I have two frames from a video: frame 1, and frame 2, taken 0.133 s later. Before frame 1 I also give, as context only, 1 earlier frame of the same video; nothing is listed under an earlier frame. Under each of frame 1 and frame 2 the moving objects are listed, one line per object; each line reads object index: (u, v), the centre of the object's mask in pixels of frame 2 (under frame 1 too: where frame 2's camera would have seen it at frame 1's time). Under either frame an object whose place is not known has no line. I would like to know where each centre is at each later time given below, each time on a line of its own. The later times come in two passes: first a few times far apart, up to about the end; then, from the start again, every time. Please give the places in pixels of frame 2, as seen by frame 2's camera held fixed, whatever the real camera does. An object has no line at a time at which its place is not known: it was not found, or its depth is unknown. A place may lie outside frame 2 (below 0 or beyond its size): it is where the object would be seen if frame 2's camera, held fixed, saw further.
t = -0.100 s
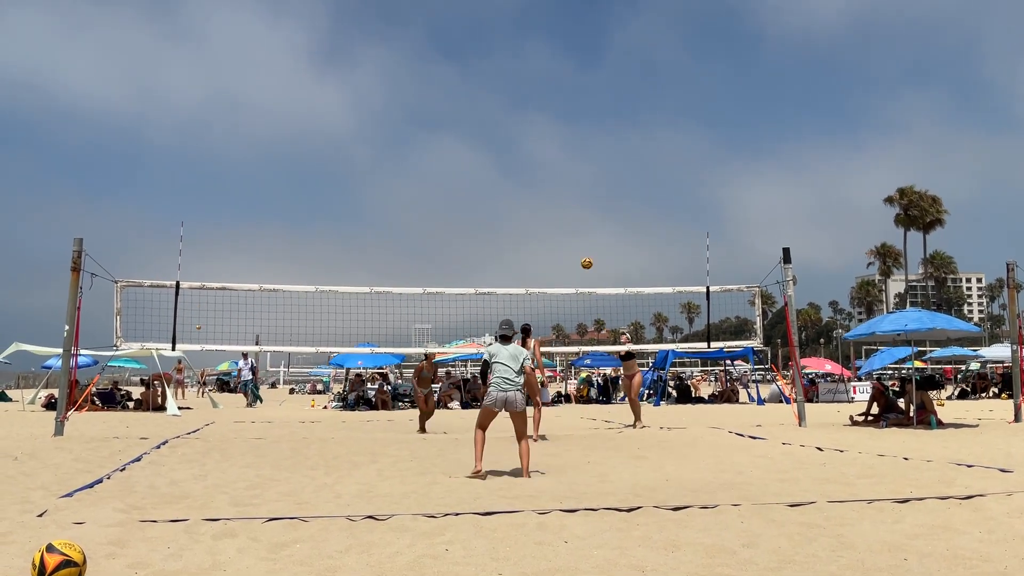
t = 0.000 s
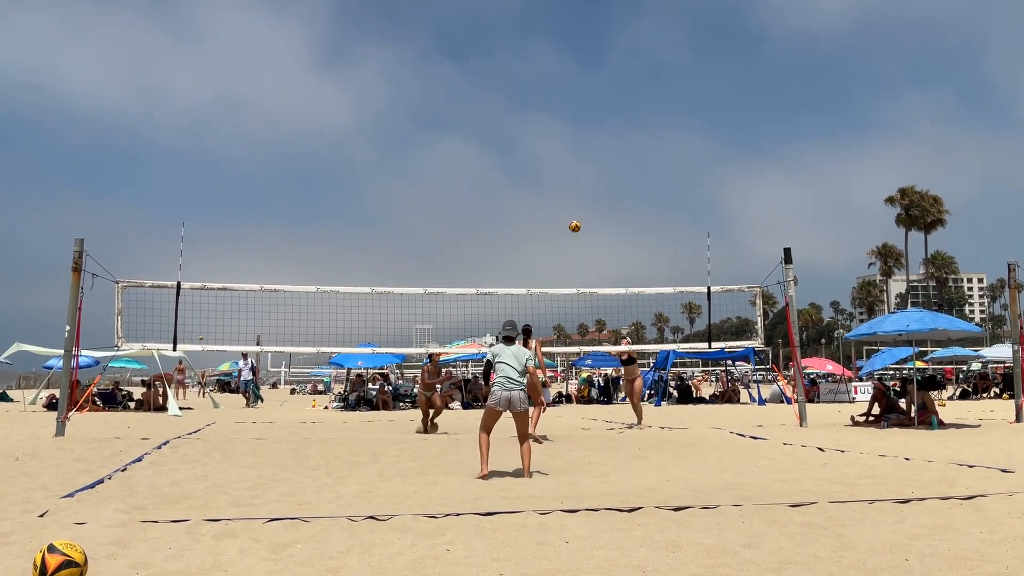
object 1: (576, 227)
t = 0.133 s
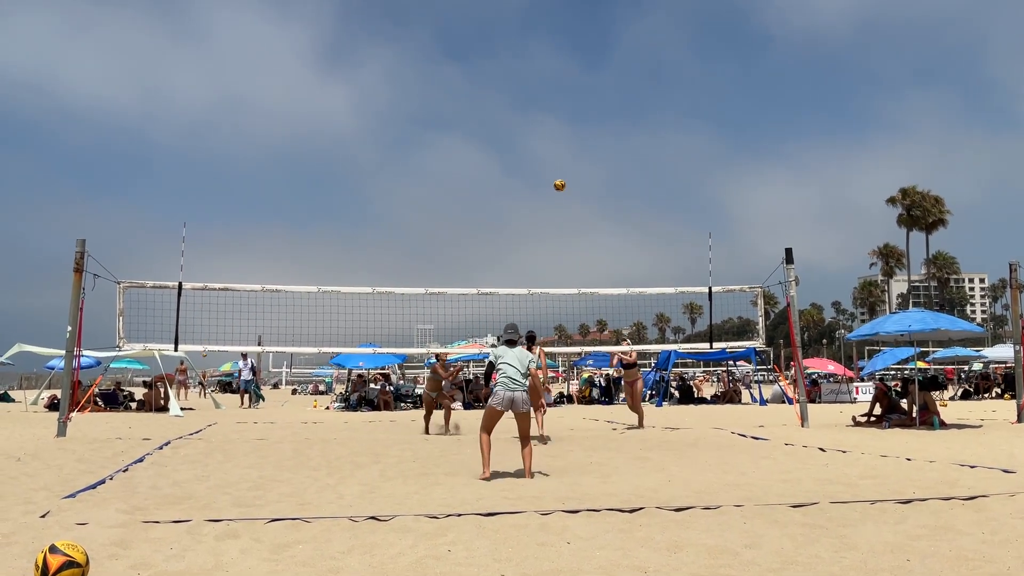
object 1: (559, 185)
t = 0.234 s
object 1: (547, 160)
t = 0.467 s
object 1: (520, 122)
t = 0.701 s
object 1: (494, 113)
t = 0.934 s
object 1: (471, 135)
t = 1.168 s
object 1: (451, 189)
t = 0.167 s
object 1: (555, 176)
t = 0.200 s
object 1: (551, 168)
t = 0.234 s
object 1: (547, 160)
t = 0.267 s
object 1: (543, 153)
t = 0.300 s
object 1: (539, 147)
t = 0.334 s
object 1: (535, 141)
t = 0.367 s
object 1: (531, 135)
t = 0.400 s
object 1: (528, 130)
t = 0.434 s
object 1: (524, 126)
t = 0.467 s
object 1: (520, 122)
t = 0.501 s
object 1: (516, 119)
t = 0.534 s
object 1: (512, 116)
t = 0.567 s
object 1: (509, 115)
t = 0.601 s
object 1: (505, 113)
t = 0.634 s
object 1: (501, 113)
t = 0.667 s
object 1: (498, 112)
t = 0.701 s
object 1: (494, 113)
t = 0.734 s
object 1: (491, 114)
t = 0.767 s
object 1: (488, 116)
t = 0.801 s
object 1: (484, 119)
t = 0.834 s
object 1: (481, 121)
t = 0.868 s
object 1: (478, 125)
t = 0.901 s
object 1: (475, 130)
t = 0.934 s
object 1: (471, 135)
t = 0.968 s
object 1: (468, 140)
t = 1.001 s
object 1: (465, 147)
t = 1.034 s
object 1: (463, 154)
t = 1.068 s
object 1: (460, 161)
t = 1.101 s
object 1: (457, 170)
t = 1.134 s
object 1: (454, 179)
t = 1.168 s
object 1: (451, 189)
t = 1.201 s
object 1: (449, 199)
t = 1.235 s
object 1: (446, 210)
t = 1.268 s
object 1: (444, 222)
